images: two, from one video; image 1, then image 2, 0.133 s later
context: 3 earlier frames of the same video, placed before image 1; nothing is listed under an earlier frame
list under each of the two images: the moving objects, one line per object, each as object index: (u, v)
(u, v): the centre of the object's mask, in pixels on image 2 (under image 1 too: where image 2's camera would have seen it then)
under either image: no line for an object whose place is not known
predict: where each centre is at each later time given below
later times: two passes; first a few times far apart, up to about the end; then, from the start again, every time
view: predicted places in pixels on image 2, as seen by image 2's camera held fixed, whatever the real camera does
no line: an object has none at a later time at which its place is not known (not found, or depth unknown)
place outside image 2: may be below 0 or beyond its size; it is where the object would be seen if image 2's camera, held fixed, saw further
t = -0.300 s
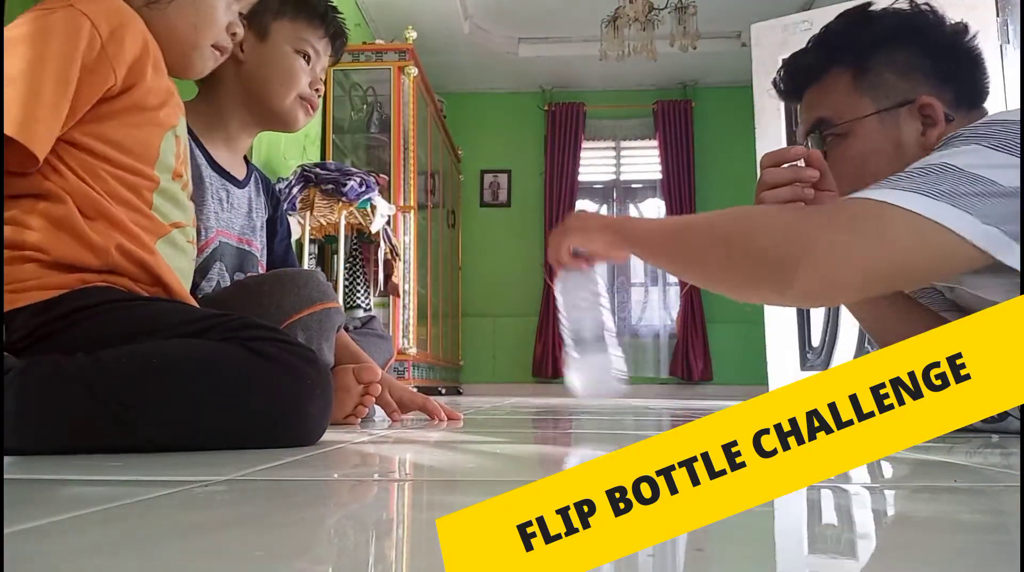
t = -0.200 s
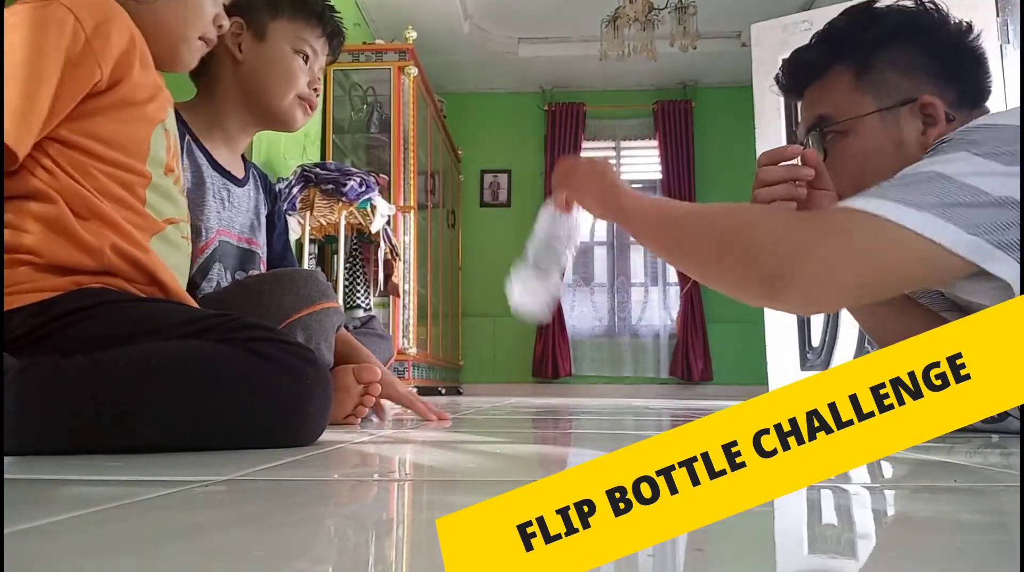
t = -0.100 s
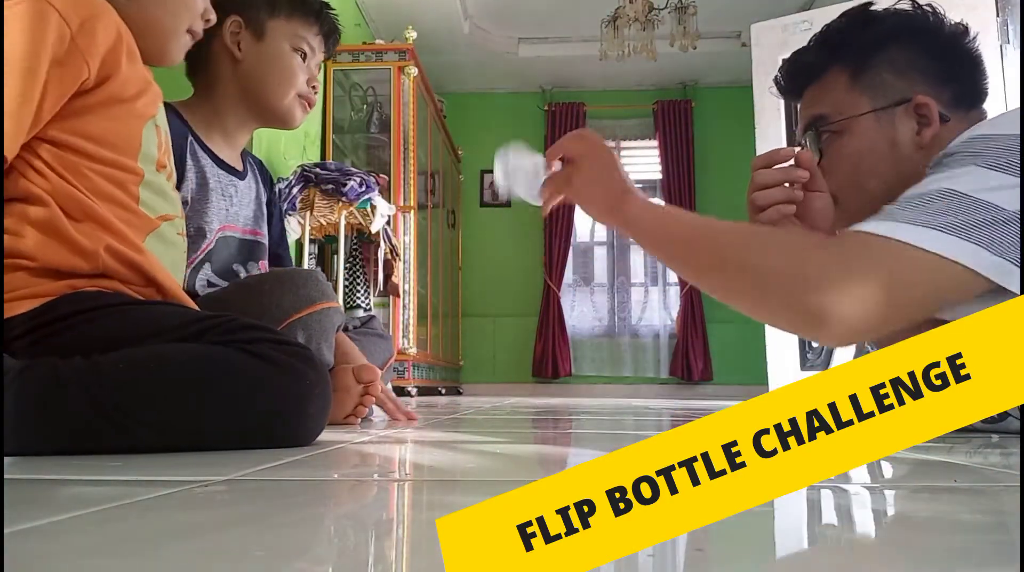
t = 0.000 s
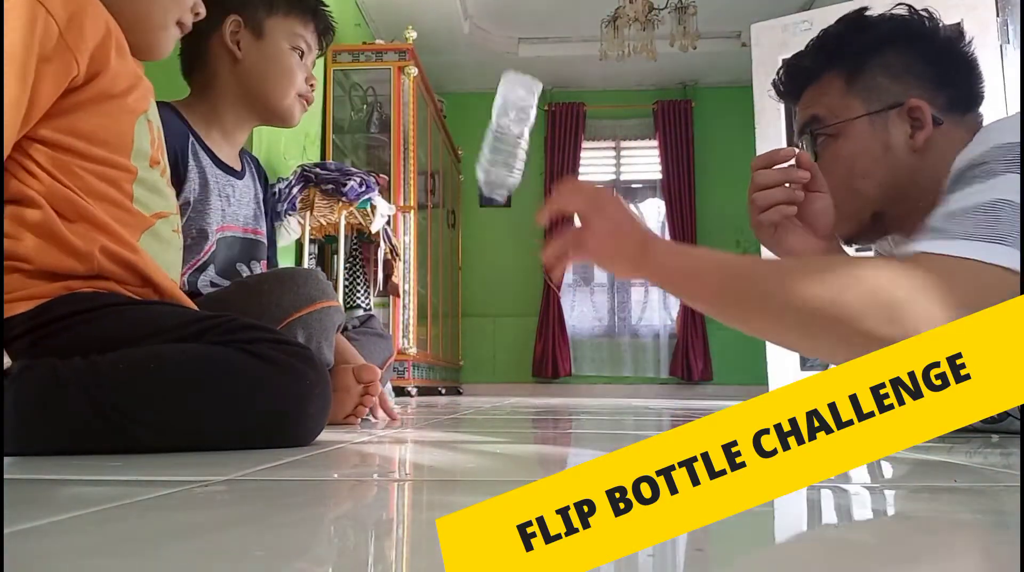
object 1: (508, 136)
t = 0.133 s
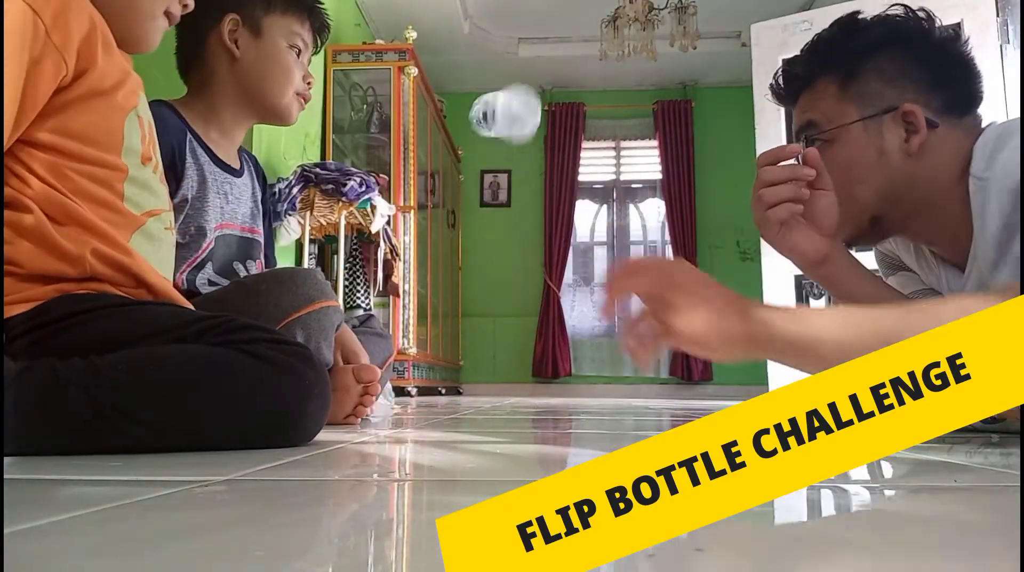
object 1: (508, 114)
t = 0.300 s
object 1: (503, 276)
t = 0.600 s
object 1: (542, 393)
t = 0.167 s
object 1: (507, 132)
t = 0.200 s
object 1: (506, 155)
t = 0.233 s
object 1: (505, 186)
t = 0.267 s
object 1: (504, 225)
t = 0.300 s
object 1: (503, 276)
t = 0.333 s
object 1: (503, 335)
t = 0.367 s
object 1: (507, 353)
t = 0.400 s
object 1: (508, 353)
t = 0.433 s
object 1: (511, 352)
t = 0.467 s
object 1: (516, 353)
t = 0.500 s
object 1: (522, 356)
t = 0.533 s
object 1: (528, 362)
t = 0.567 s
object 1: (536, 373)
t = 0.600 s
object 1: (542, 393)
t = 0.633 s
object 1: (548, 396)
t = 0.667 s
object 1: (554, 396)
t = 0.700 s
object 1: (556, 396)
